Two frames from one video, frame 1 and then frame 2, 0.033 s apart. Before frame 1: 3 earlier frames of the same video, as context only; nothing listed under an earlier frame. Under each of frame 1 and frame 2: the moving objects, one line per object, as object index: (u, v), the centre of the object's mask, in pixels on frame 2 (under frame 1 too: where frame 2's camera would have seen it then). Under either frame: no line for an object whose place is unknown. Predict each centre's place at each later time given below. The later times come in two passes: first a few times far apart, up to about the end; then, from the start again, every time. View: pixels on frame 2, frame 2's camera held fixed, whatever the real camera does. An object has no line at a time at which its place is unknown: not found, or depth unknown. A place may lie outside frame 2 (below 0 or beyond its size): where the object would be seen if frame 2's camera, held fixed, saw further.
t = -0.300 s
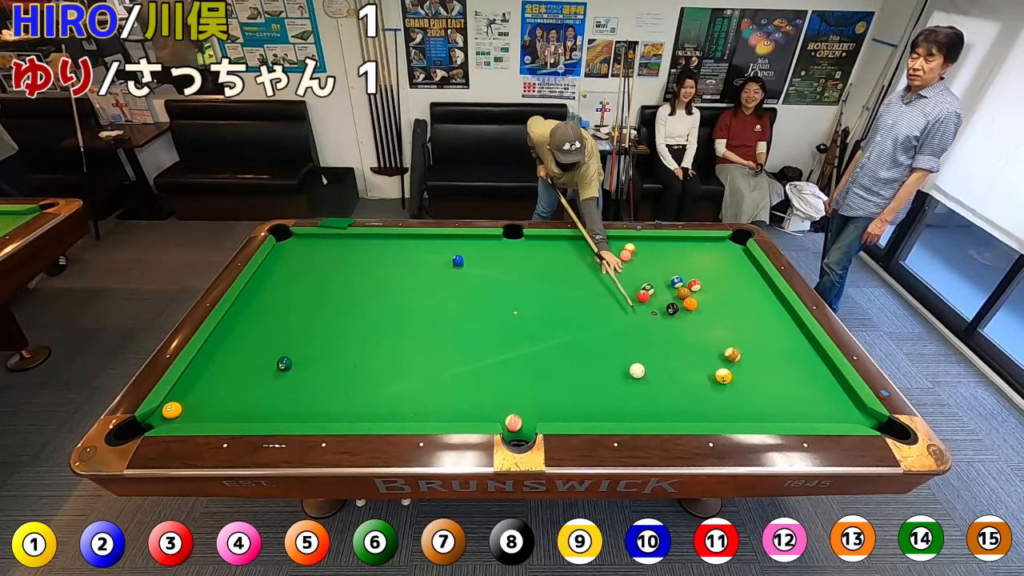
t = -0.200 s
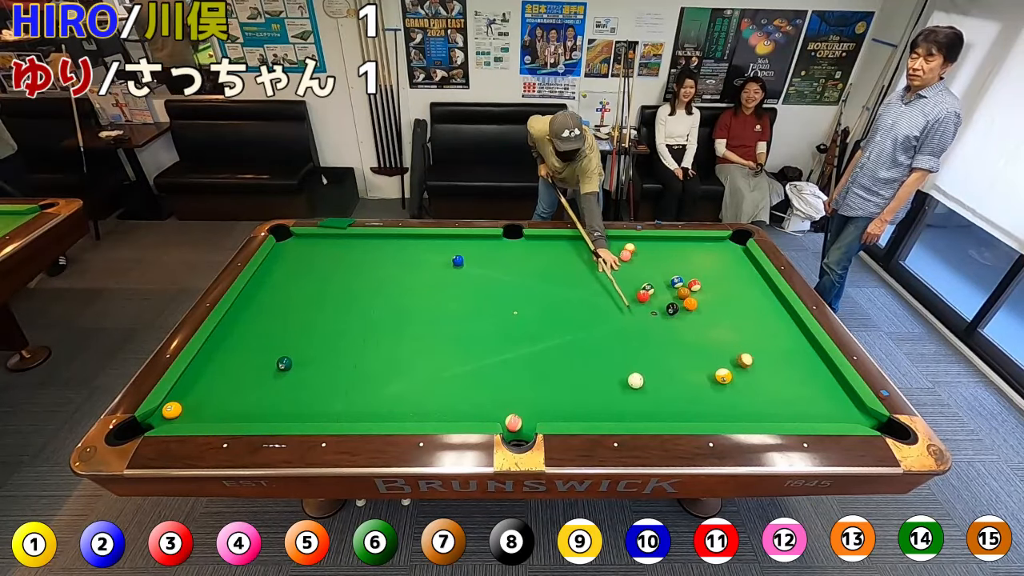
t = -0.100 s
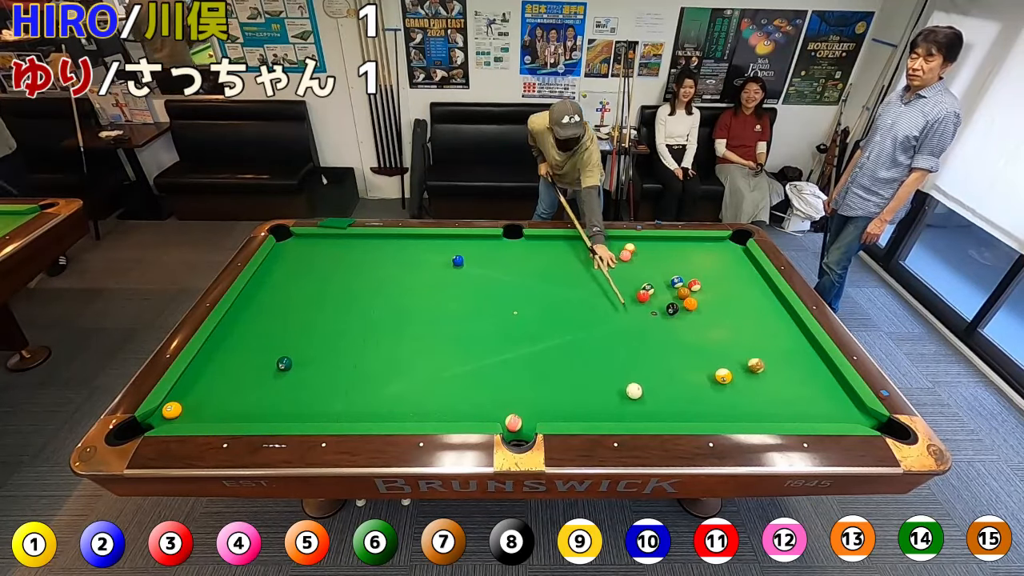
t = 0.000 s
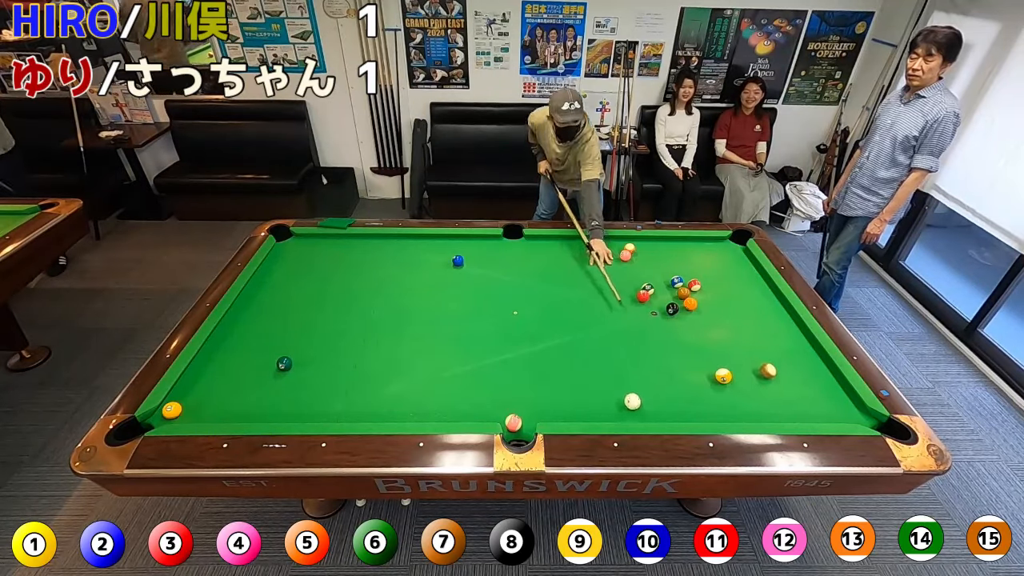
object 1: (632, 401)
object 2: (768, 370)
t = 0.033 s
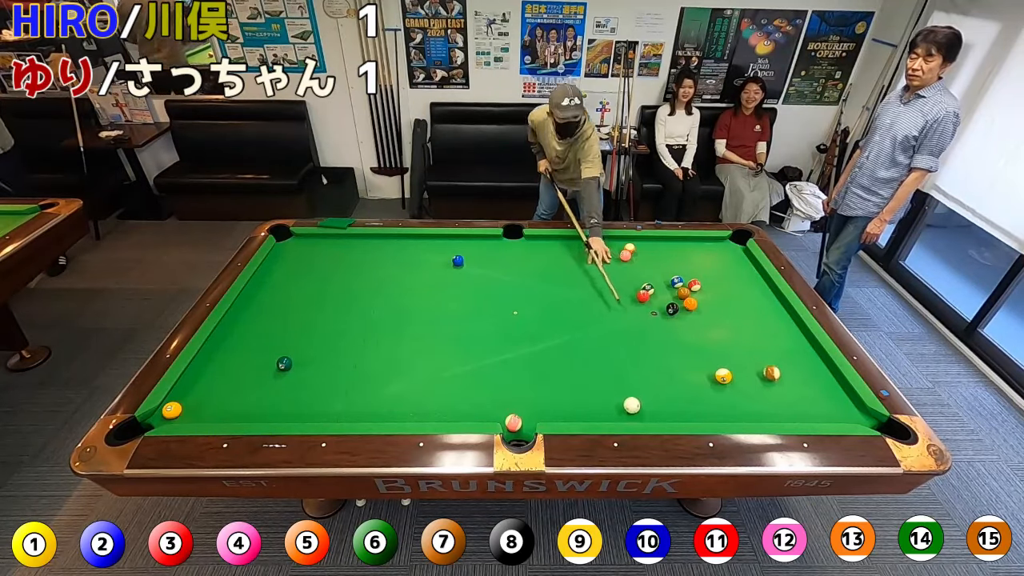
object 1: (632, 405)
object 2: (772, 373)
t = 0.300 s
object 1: (624, 410)
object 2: (803, 387)
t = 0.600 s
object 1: (614, 395)
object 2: (839, 404)
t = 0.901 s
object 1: (605, 382)
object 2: (875, 421)
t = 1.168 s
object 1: (598, 372)
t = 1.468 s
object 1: (592, 362)
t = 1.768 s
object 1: (586, 354)
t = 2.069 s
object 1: (582, 348)
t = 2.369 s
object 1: (578, 342)
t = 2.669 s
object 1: (575, 338)
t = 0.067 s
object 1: (631, 408)
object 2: (775, 374)
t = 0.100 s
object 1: (631, 412)
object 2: (779, 376)
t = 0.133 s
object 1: (630, 415)
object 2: (783, 378)
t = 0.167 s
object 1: (629, 416)
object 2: (788, 380)
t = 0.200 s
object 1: (628, 415)
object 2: (792, 382)
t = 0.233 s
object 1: (627, 413)
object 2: (796, 384)
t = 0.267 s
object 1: (625, 412)
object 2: (799, 386)
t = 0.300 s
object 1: (624, 410)
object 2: (803, 387)
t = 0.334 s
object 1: (623, 408)
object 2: (807, 389)
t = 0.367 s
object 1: (622, 406)
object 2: (811, 391)
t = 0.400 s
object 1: (621, 405)
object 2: (815, 393)
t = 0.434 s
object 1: (620, 403)
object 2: (819, 395)
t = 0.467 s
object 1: (618, 401)
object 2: (823, 397)
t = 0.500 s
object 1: (617, 400)
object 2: (827, 399)
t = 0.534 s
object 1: (616, 398)
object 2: (830, 400)
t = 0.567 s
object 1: (615, 396)
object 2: (835, 402)
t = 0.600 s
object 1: (614, 395)
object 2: (839, 404)
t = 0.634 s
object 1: (613, 393)
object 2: (843, 406)
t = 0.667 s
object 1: (612, 392)
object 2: (847, 408)
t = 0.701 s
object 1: (611, 390)
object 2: (851, 410)
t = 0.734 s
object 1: (610, 388)
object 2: (855, 412)
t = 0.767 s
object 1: (609, 387)
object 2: (859, 413)
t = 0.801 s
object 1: (608, 386)
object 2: (863, 415)
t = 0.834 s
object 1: (607, 384)
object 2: (867, 417)
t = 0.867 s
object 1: (606, 383)
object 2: (871, 419)
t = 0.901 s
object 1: (605, 382)
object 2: (875, 421)
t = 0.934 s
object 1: (604, 380)
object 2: (879, 424)
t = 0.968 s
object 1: (603, 379)
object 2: (881, 427)
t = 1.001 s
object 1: (602, 378)
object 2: (883, 431)
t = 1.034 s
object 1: (601, 376)
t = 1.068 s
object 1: (601, 375)
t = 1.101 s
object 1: (600, 374)
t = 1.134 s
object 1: (599, 373)
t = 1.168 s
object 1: (598, 372)
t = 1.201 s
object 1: (597, 371)
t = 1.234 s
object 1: (597, 369)
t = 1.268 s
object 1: (596, 368)
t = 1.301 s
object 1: (595, 367)
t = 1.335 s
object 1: (594, 366)
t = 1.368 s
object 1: (594, 365)
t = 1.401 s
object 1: (593, 364)
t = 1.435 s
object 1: (592, 363)
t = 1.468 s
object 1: (592, 362)
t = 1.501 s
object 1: (591, 361)
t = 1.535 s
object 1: (590, 360)
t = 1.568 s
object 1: (590, 359)
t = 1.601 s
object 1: (589, 359)
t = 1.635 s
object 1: (589, 357)
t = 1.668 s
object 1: (588, 357)
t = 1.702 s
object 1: (587, 356)
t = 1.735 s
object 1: (587, 355)
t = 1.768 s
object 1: (586, 354)
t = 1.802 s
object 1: (586, 353)
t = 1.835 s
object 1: (585, 353)
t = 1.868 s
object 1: (585, 352)
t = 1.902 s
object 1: (584, 351)
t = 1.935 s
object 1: (584, 350)
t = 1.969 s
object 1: (583, 350)
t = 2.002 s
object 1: (583, 349)
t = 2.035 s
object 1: (582, 348)
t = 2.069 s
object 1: (582, 348)
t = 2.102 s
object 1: (581, 347)
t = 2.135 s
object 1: (581, 346)
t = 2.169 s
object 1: (580, 346)
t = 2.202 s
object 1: (580, 345)
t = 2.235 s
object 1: (580, 345)
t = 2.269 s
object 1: (579, 344)
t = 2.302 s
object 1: (579, 343)
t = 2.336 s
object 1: (578, 343)
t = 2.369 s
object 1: (578, 342)
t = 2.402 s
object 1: (578, 342)
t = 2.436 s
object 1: (577, 341)
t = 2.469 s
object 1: (577, 341)
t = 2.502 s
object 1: (577, 340)
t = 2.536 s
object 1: (576, 340)
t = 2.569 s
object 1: (576, 340)
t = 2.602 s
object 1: (576, 339)
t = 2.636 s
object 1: (575, 339)
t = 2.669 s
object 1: (575, 338)
